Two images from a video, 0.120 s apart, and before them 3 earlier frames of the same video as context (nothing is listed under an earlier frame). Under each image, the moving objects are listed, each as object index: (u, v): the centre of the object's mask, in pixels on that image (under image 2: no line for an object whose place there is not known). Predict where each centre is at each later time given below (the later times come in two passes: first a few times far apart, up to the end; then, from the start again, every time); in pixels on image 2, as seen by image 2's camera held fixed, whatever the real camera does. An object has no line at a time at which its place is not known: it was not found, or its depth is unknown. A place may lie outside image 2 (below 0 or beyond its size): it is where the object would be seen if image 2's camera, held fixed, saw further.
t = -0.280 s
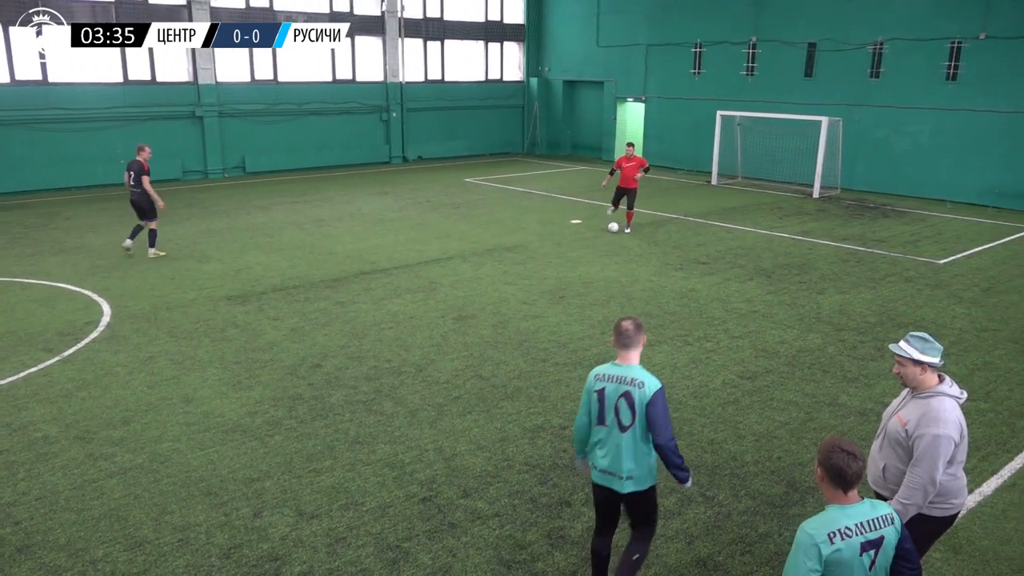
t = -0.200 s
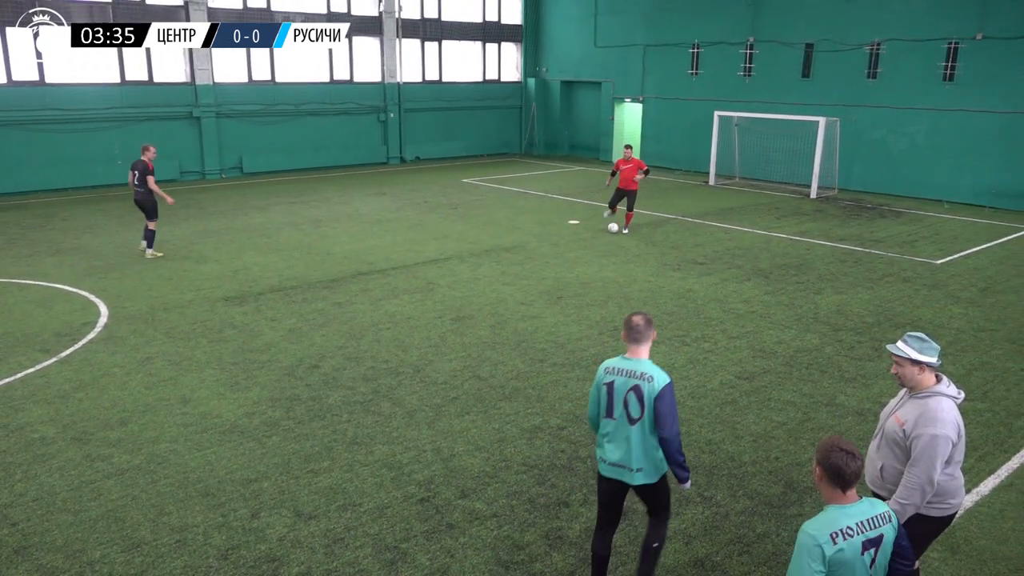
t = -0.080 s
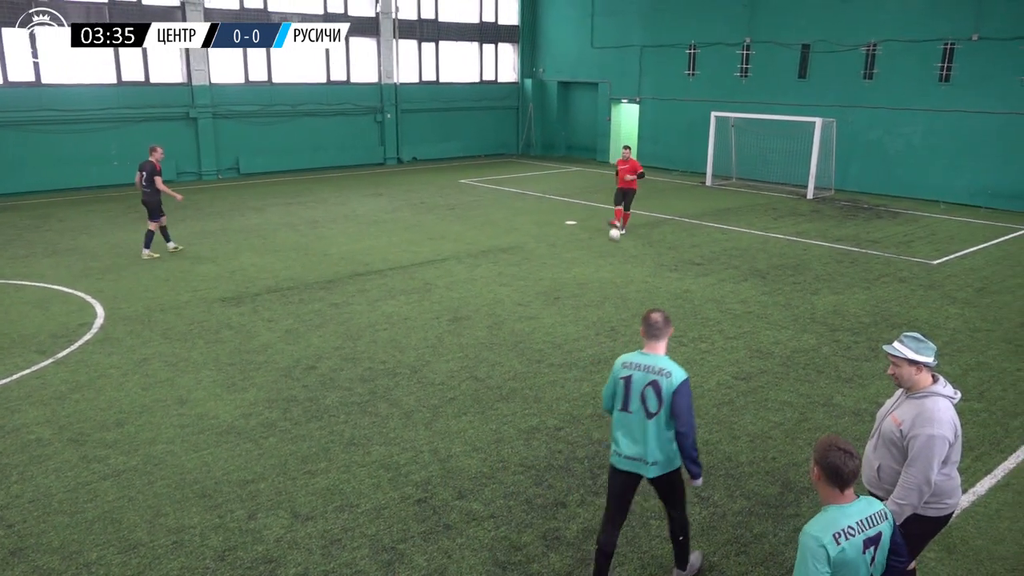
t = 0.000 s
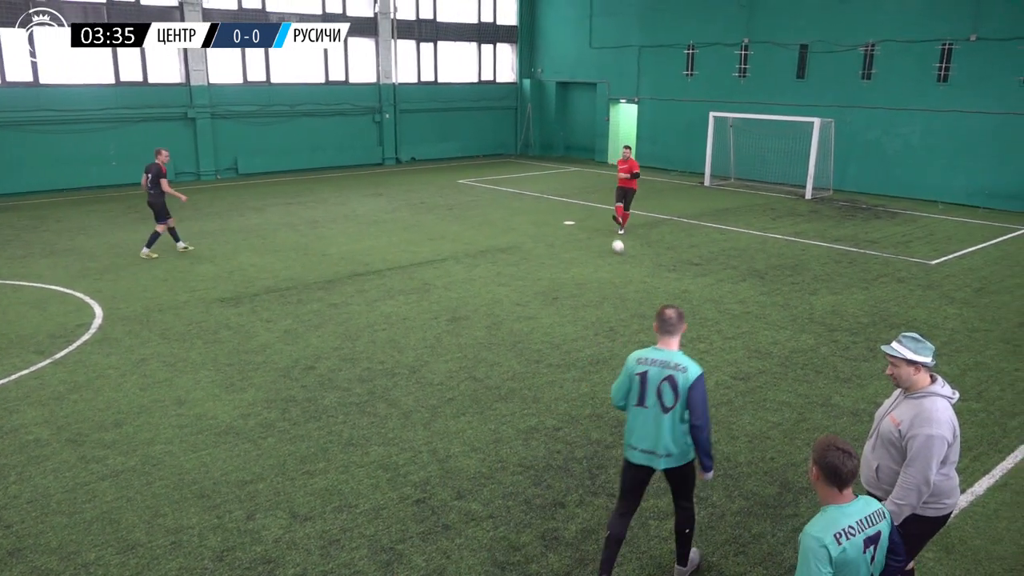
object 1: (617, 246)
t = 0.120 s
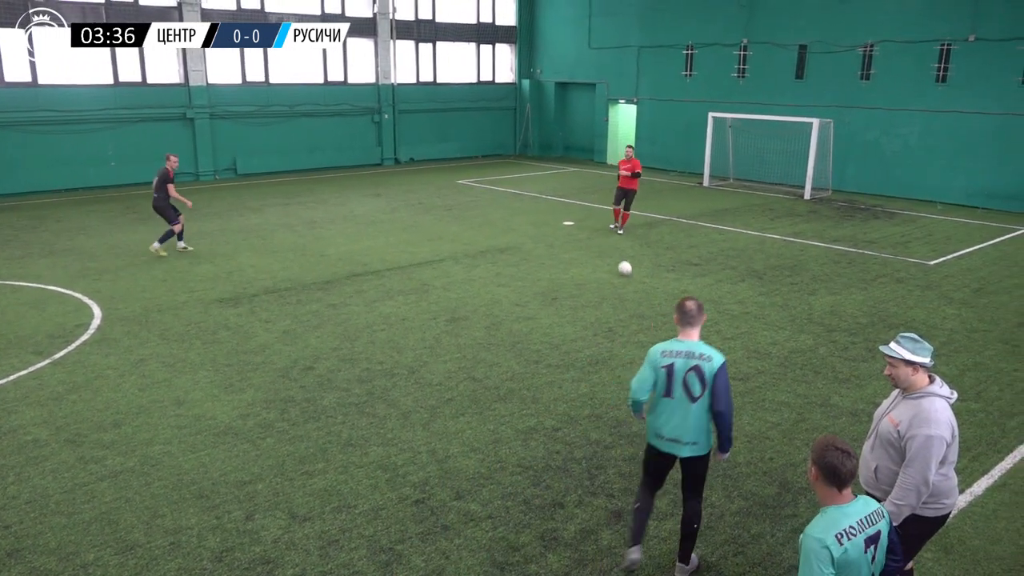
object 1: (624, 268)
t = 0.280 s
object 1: (638, 301)
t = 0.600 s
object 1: (675, 381)
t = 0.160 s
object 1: (628, 275)
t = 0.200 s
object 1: (631, 285)
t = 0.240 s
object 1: (634, 292)
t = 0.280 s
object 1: (638, 301)
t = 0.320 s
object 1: (642, 310)
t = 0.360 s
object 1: (646, 319)
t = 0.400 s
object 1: (650, 328)
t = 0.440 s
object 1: (655, 338)
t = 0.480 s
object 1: (660, 348)
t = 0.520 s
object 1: (664, 359)
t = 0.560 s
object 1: (669, 370)
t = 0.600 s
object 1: (675, 381)
